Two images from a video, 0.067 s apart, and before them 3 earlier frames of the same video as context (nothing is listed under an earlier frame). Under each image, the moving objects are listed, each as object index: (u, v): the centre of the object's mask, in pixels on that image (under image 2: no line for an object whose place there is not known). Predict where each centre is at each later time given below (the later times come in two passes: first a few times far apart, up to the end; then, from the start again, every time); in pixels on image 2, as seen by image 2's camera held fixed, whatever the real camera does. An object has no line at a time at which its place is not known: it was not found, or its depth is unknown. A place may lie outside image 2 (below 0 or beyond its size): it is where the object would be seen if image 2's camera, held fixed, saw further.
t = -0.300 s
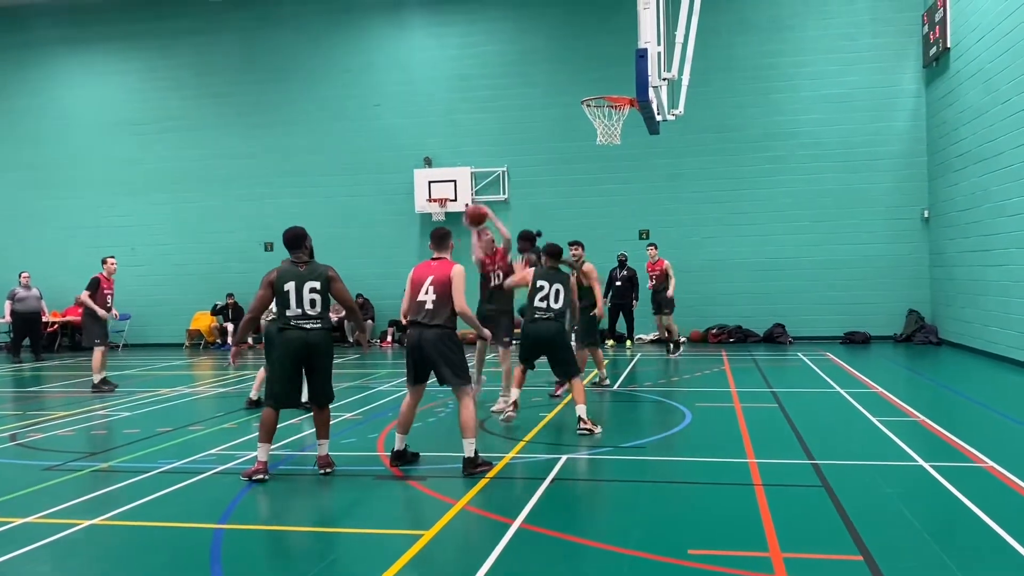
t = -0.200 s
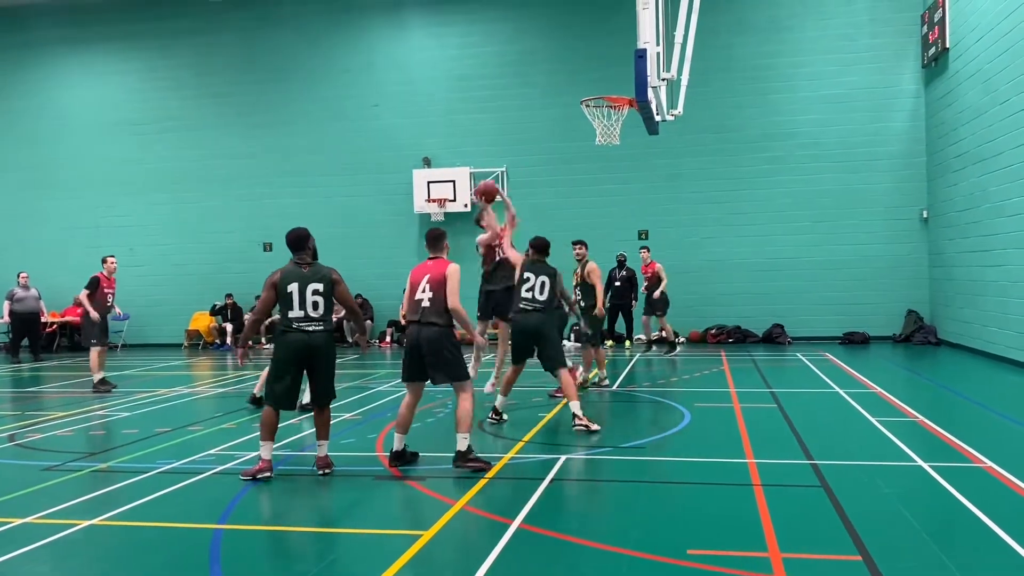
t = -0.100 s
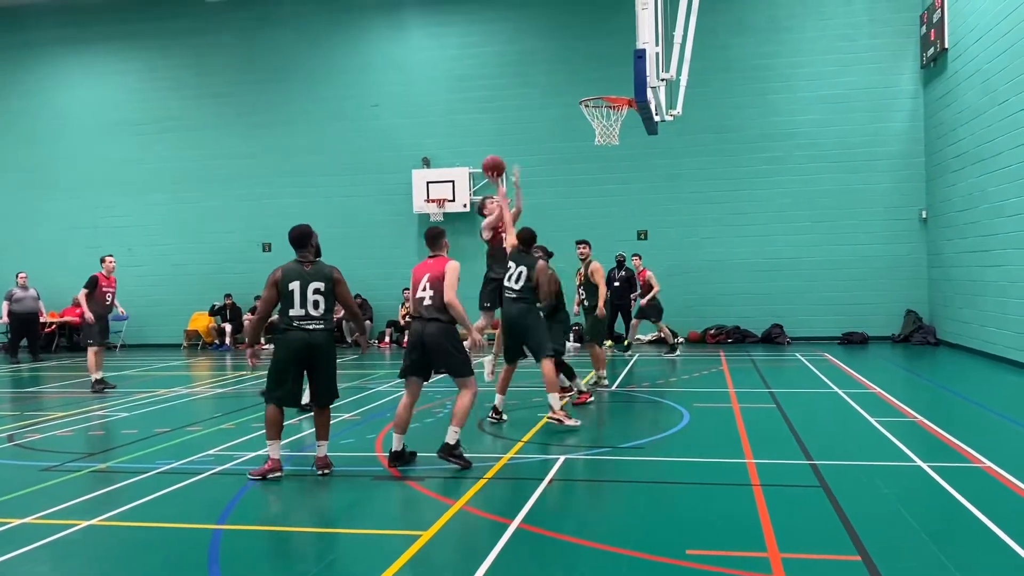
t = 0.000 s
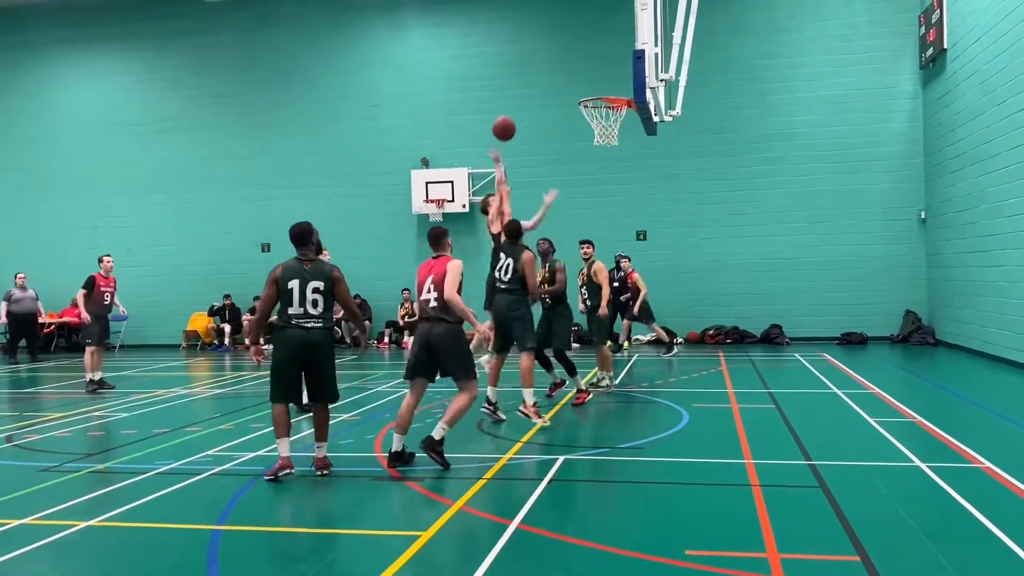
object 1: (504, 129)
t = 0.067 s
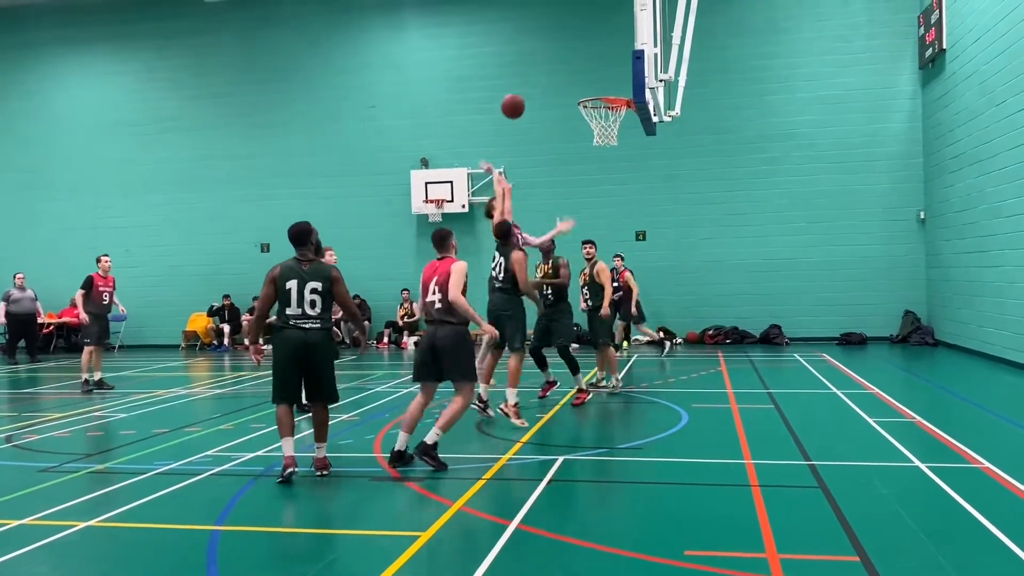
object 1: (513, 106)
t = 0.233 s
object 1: (537, 68)
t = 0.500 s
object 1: (580, 63)
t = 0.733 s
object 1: (613, 115)
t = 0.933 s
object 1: (610, 173)
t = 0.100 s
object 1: (518, 96)
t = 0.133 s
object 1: (523, 88)
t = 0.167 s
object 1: (527, 80)
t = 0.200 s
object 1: (533, 73)
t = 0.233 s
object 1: (537, 68)
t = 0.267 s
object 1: (543, 63)
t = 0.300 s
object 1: (548, 59)
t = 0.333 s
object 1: (553, 57)
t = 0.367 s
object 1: (558, 56)
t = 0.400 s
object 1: (564, 56)
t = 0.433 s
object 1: (569, 58)
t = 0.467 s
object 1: (574, 60)
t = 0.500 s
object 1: (580, 63)
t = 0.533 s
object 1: (585, 68)
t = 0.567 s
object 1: (590, 74)
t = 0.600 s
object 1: (596, 81)
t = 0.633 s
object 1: (601, 88)
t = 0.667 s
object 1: (607, 92)
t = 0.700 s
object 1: (611, 112)
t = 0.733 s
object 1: (613, 115)
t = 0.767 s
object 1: (612, 127)
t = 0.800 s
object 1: (611, 134)
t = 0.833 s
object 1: (611, 145)
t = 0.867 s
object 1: (611, 151)
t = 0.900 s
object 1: (610, 161)
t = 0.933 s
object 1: (610, 173)
